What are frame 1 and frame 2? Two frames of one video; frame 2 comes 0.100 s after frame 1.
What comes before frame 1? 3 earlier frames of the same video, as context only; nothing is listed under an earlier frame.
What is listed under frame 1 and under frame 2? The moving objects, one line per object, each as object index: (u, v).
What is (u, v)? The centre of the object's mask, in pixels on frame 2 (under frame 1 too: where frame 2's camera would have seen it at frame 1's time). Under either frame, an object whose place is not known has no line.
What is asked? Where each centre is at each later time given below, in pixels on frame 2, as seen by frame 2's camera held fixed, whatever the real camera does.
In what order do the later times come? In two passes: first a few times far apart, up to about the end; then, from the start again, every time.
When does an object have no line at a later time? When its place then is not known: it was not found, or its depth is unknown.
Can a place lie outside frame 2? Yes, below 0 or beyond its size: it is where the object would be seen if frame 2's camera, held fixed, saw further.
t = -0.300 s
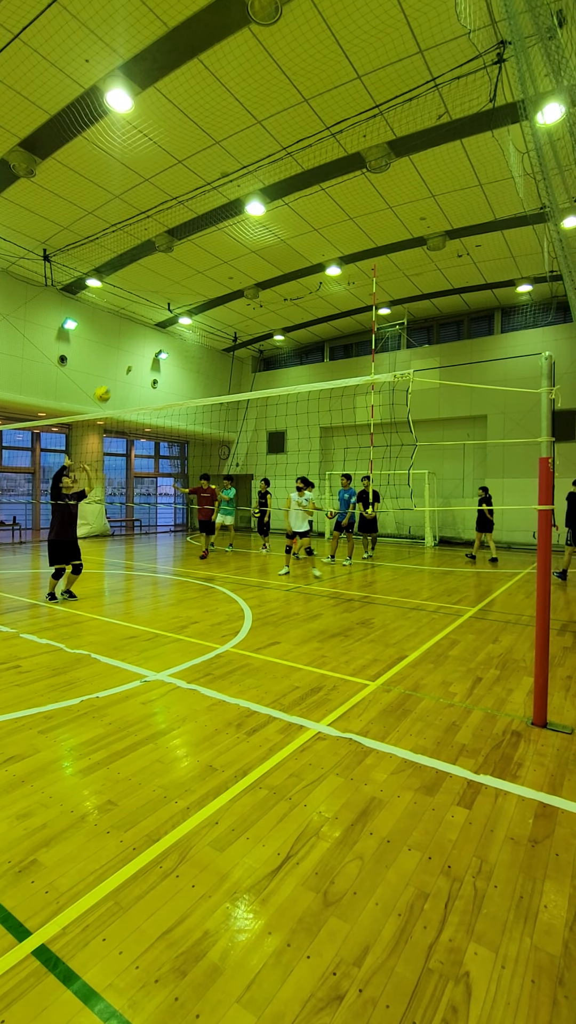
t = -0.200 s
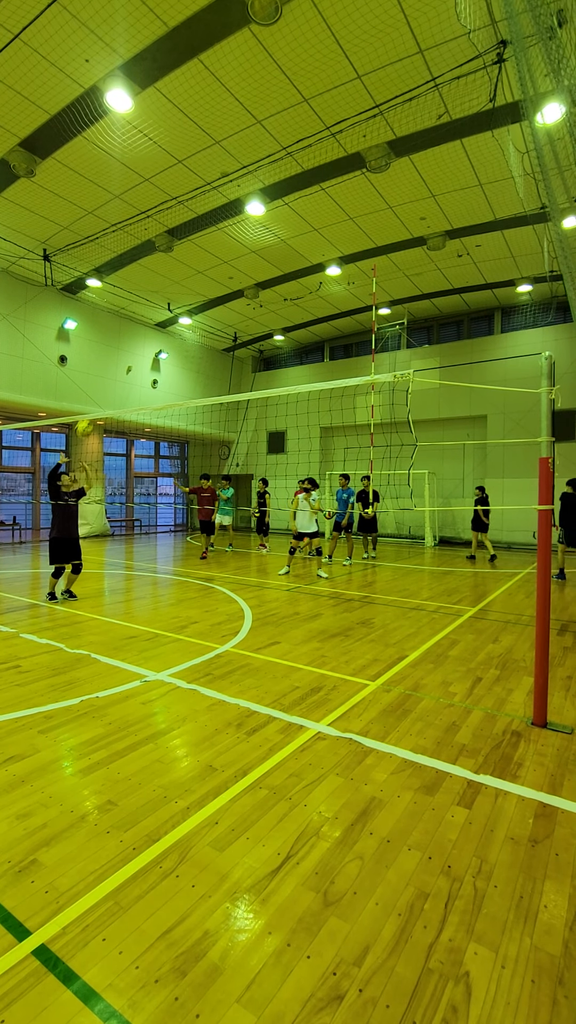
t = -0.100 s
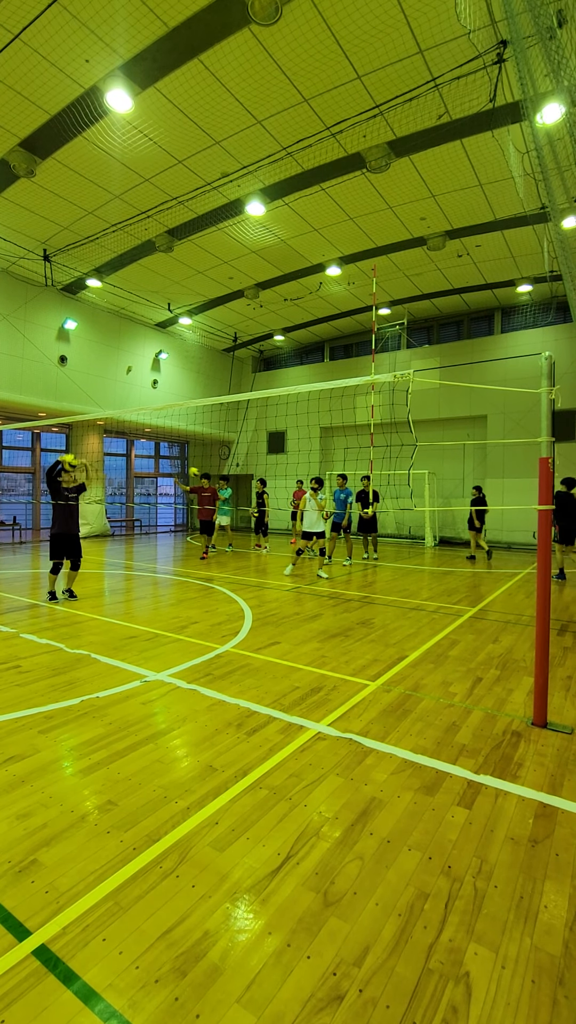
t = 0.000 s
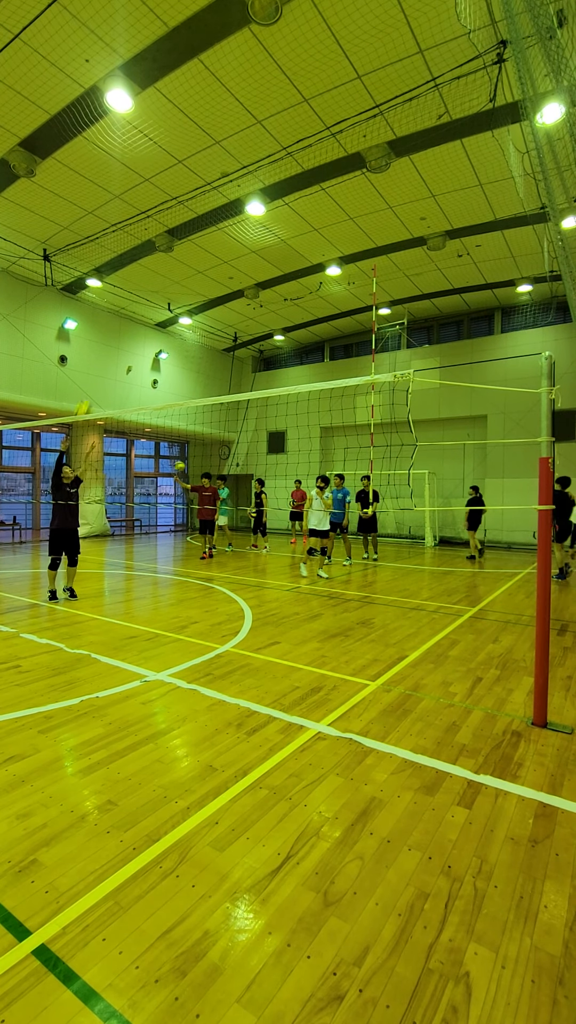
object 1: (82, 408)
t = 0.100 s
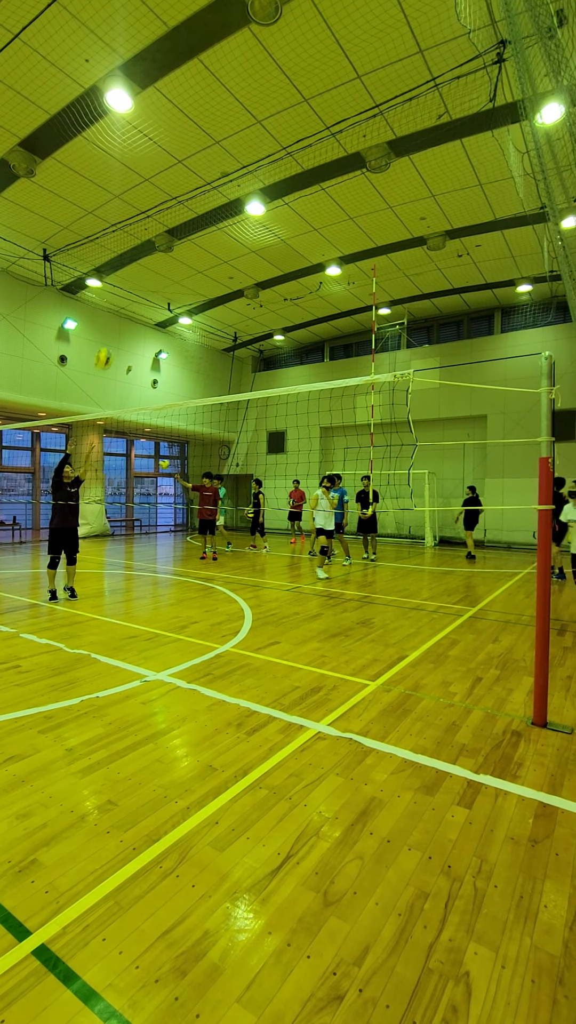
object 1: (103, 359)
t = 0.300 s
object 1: (146, 274)
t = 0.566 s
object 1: (208, 207)
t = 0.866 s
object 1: (287, 207)
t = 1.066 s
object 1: (344, 261)
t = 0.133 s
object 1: (110, 343)
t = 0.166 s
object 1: (116, 329)
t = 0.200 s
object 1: (124, 313)
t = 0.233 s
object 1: (131, 299)
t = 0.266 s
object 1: (138, 286)
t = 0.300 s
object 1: (146, 274)
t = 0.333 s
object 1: (153, 263)
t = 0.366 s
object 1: (160, 252)
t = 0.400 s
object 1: (169, 242)
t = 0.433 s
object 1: (177, 233)
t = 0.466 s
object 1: (184, 227)
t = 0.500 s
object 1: (193, 218)
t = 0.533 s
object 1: (201, 212)
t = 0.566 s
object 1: (208, 207)
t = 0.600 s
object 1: (218, 201)
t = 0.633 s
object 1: (226, 198)
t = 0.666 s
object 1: (233, 196)
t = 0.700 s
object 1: (241, 195)
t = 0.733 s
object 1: (251, 194)
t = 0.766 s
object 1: (260, 195)
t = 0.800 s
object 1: (268, 198)
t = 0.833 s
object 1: (278, 202)
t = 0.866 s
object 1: (287, 207)
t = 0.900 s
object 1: (295, 213)
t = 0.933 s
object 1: (307, 220)
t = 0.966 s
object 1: (315, 228)
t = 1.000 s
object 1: (324, 238)
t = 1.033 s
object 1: (335, 250)
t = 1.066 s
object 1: (344, 261)
